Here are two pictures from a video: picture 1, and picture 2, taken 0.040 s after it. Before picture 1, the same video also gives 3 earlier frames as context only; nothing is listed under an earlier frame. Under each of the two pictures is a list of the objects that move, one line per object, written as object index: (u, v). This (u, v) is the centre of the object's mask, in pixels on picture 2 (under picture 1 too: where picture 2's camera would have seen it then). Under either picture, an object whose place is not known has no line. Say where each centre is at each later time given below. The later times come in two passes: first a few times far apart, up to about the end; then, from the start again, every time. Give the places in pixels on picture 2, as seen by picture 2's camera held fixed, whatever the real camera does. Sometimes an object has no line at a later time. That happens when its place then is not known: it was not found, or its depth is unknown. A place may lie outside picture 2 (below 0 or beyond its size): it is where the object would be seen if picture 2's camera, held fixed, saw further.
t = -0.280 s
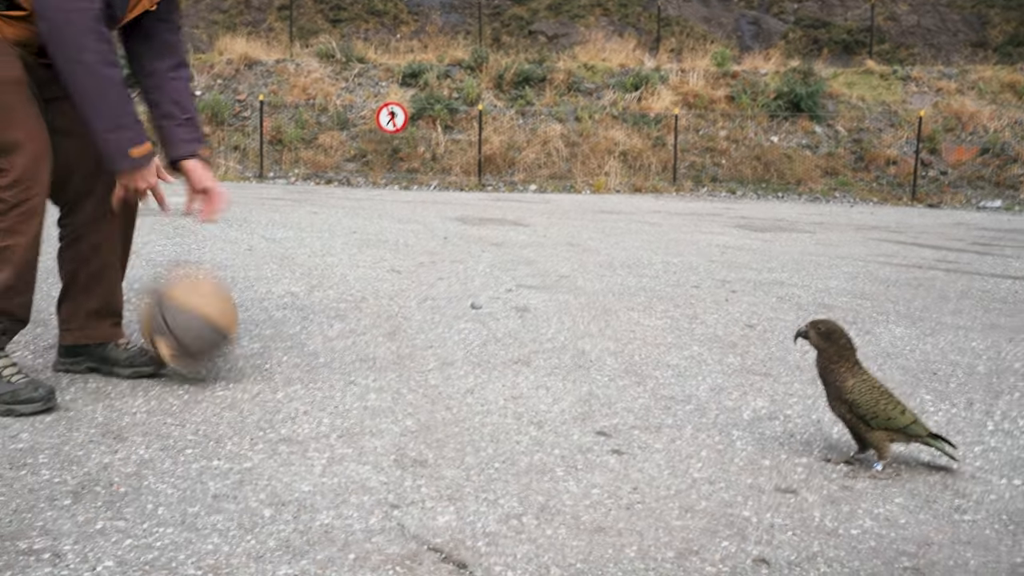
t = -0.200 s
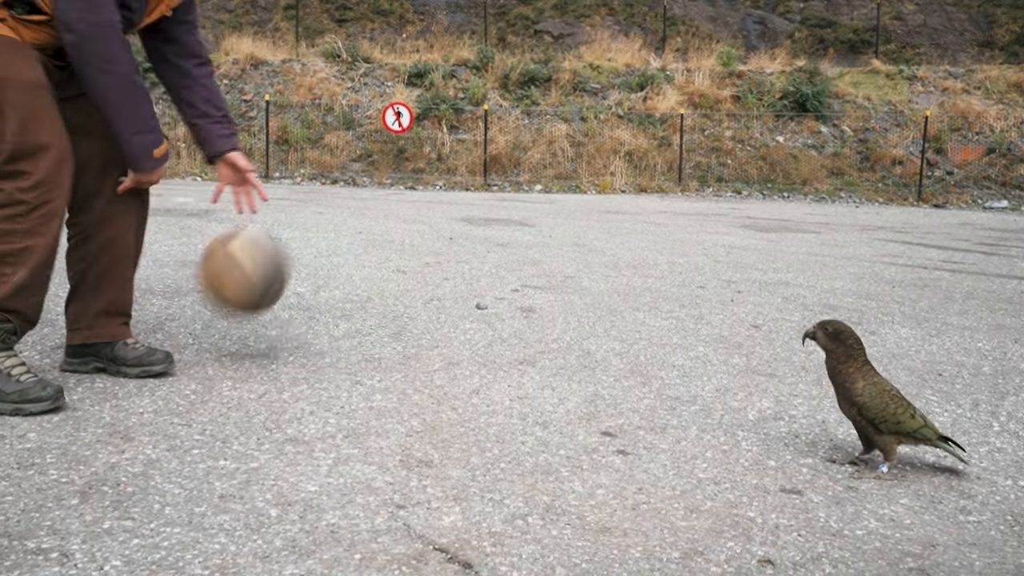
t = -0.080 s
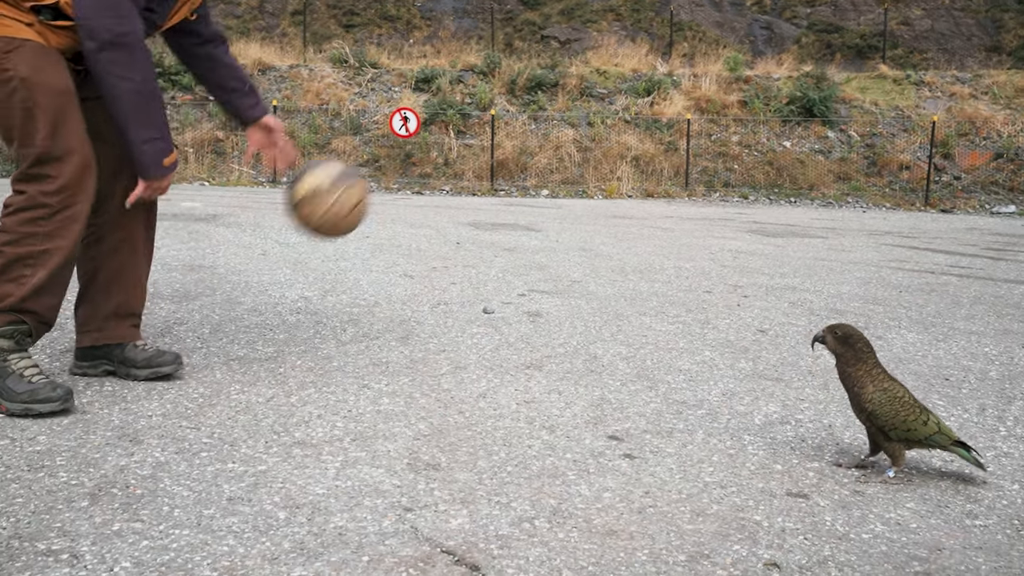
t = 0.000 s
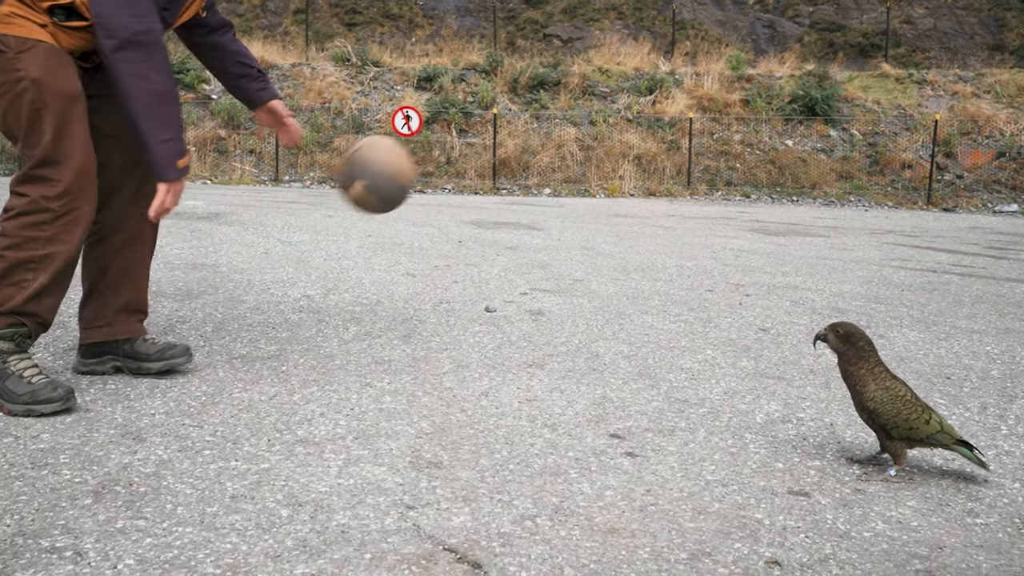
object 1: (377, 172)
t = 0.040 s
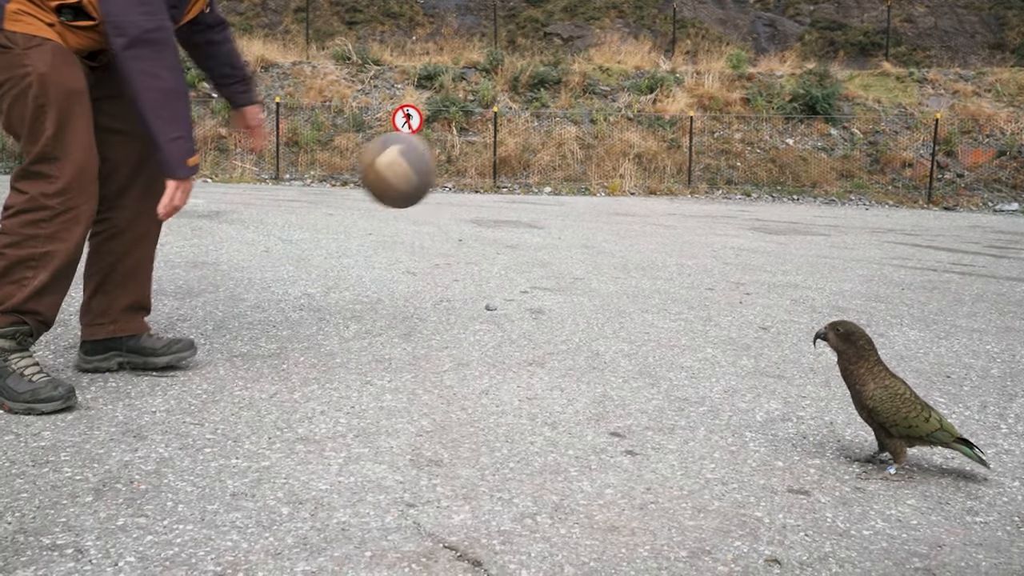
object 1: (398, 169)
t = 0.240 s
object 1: (493, 226)
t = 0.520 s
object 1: (587, 223)
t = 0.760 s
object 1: (645, 264)
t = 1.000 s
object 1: (694, 242)
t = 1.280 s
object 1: (750, 248)
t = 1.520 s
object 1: (795, 243)
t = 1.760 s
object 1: (838, 243)
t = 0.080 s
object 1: (418, 171)
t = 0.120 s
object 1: (438, 178)
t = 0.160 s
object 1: (457, 190)
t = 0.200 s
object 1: (476, 207)
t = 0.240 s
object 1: (493, 226)
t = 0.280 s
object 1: (510, 250)
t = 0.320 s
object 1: (526, 276)
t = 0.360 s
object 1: (541, 271)
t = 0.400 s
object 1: (553, 253)
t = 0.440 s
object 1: (564, 238)
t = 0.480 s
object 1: (576, 228)
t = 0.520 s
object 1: (587, 223)
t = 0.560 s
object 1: (597, 220)
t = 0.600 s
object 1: (607, 222)
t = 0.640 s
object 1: (617, 229)
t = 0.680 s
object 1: (626, 236)
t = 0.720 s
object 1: (636, 248)
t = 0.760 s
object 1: (645, 264)
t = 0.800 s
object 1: (653, 253)
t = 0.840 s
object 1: (662, 244)
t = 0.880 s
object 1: (671, 239)
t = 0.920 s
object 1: (679, 237)
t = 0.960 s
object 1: (687, 238)
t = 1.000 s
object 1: (694, 242)
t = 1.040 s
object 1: (702, 250)
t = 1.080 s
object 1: (710, 252)
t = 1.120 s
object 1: (718, 245)
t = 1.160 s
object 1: (727, 241)
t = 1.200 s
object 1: (734, 240)
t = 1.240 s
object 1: (742, 242)
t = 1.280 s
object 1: (750, 248)
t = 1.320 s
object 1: (758, 246)
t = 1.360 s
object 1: (765, 242)
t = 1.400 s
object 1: (772, 242)
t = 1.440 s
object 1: (780, 242)
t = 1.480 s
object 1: (788, 246)
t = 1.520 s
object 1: (795, 243)
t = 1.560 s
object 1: (802, 240)
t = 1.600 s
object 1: (809, 242)
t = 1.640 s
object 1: (816, 244)
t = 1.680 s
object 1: (824, 242)
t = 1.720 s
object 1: (830, 242)
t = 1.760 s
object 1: (838, 243)
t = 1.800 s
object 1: (844, 243)
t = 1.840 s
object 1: (851, 242)
